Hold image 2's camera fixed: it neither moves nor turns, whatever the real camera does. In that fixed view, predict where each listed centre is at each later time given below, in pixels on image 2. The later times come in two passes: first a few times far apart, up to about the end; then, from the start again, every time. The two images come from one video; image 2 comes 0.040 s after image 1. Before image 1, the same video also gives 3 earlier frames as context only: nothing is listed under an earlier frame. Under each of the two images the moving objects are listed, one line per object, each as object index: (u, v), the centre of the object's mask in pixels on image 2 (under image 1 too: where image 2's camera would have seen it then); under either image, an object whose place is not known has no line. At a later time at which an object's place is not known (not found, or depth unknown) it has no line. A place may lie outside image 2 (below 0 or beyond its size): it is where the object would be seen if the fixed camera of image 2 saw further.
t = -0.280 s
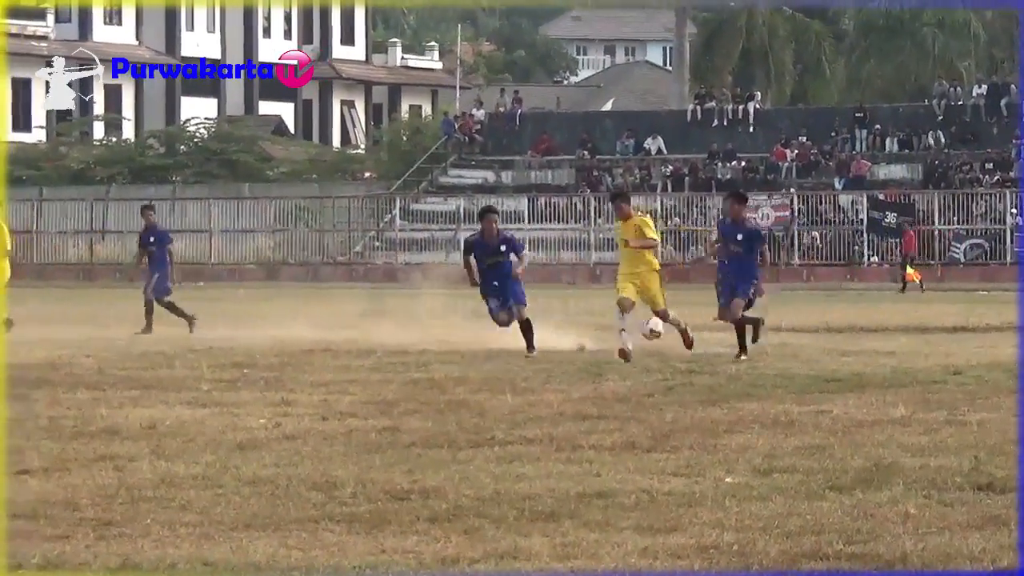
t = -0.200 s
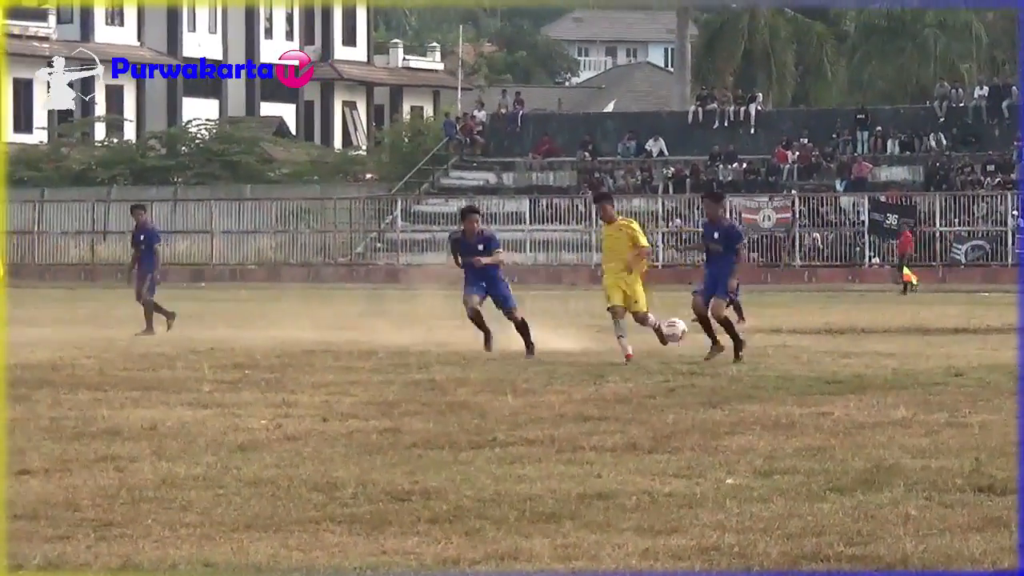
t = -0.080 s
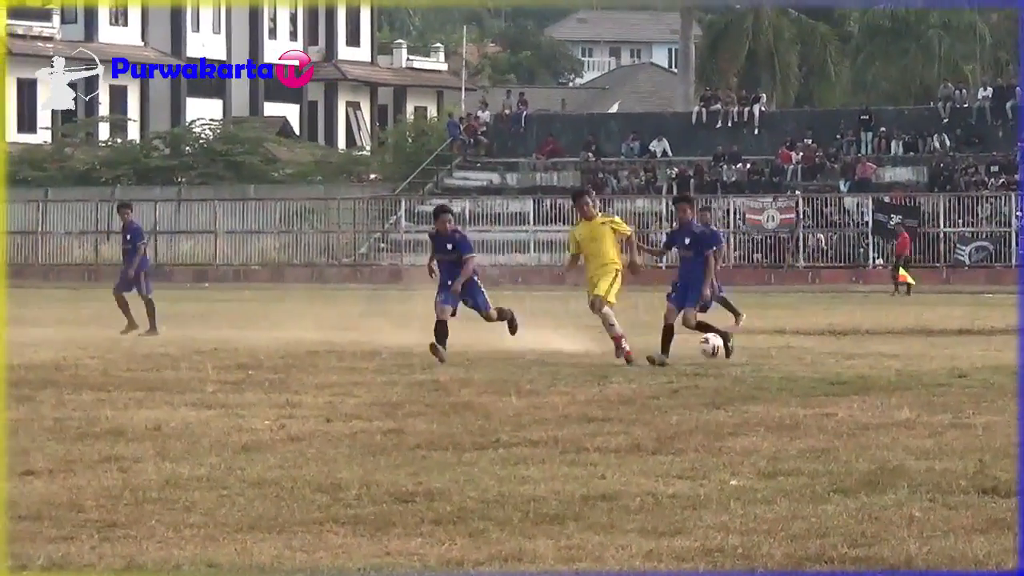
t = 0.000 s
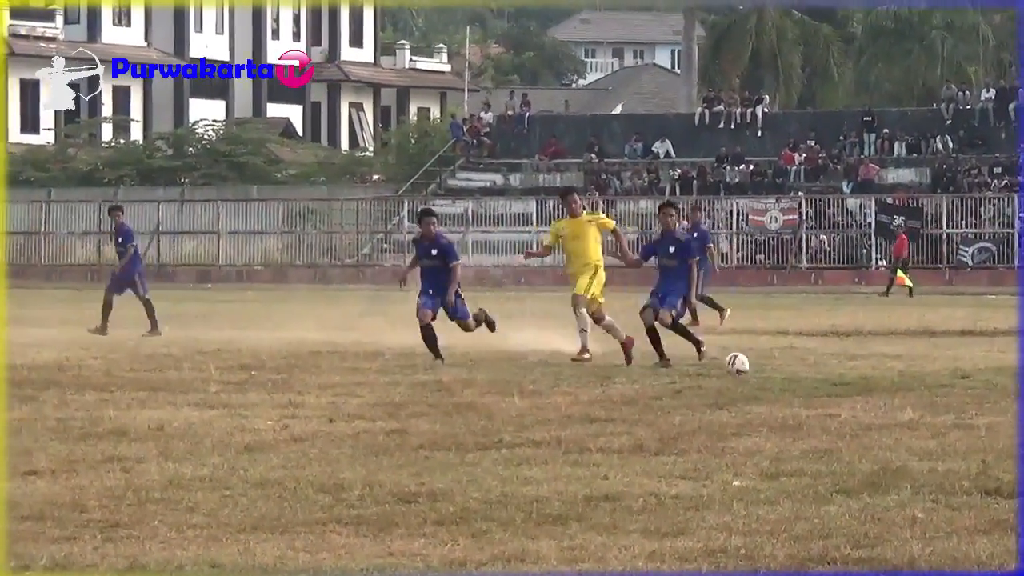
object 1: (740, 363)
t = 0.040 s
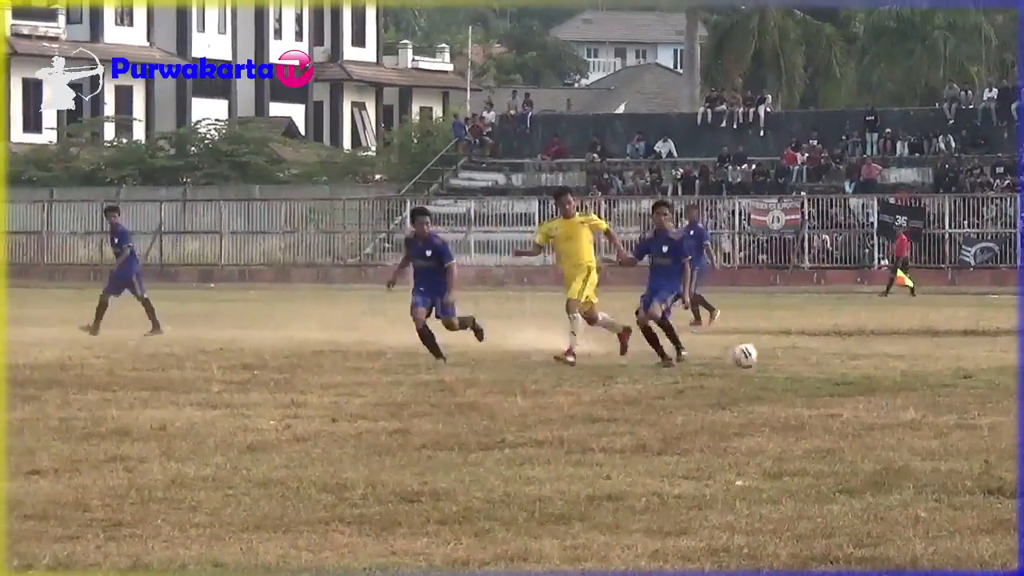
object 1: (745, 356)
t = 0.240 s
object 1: (775, 334)
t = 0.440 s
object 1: (806, 358)
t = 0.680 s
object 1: (846, 349)
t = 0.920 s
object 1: (889, 377)
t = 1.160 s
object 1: (940, 366)
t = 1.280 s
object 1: (966, 385)
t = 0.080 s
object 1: (751, 347)
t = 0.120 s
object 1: (756, 341)
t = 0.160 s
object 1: (762, 337)
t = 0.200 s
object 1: (768, 334)
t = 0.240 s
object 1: (775, 334)
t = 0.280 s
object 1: (781, 334)
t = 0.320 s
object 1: (787, 337)
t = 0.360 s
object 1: (793, 342)
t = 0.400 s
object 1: (800, 350)
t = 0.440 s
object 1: (806, 358)
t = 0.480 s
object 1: (813, 370)
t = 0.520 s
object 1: (819, 370)
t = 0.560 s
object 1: (826, 363)
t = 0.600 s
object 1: (832, 356)
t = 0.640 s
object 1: (839, 352)
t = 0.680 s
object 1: (846, 349)
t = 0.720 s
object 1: (852, 348)
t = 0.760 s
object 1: (859, 349)
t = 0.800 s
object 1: (865, 353)
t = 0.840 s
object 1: (873, 358)
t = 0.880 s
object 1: (881, 366)
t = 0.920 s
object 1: (889, 377)
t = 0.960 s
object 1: (898, 382)
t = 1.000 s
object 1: (908, 376)
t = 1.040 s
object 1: (915, 372)
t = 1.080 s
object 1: (923, 366)
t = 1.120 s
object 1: (930, 365)
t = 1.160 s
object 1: (940, 366)
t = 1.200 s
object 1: (948, 370)
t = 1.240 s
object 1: (957, 376)
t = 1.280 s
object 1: (966, 385)
